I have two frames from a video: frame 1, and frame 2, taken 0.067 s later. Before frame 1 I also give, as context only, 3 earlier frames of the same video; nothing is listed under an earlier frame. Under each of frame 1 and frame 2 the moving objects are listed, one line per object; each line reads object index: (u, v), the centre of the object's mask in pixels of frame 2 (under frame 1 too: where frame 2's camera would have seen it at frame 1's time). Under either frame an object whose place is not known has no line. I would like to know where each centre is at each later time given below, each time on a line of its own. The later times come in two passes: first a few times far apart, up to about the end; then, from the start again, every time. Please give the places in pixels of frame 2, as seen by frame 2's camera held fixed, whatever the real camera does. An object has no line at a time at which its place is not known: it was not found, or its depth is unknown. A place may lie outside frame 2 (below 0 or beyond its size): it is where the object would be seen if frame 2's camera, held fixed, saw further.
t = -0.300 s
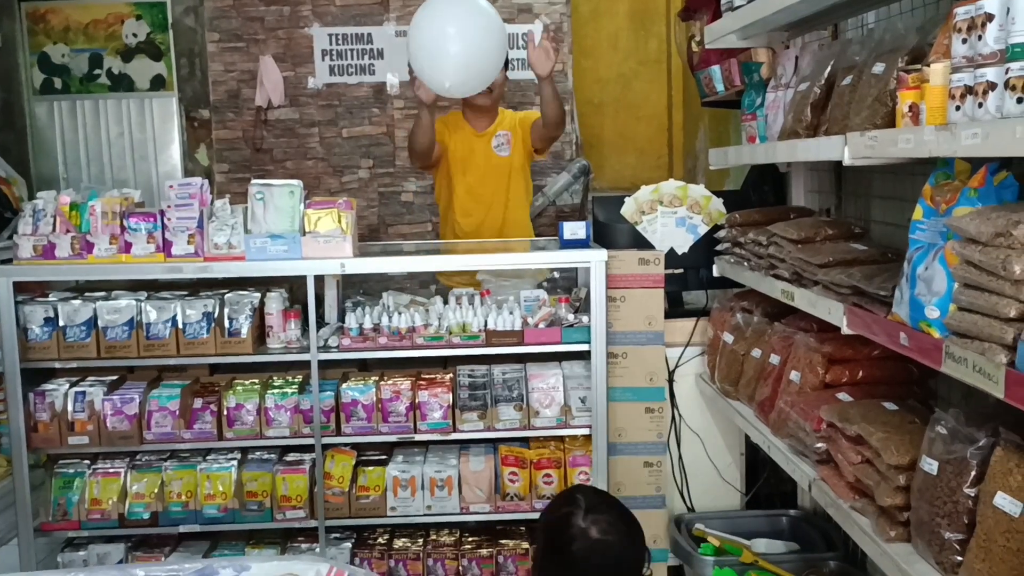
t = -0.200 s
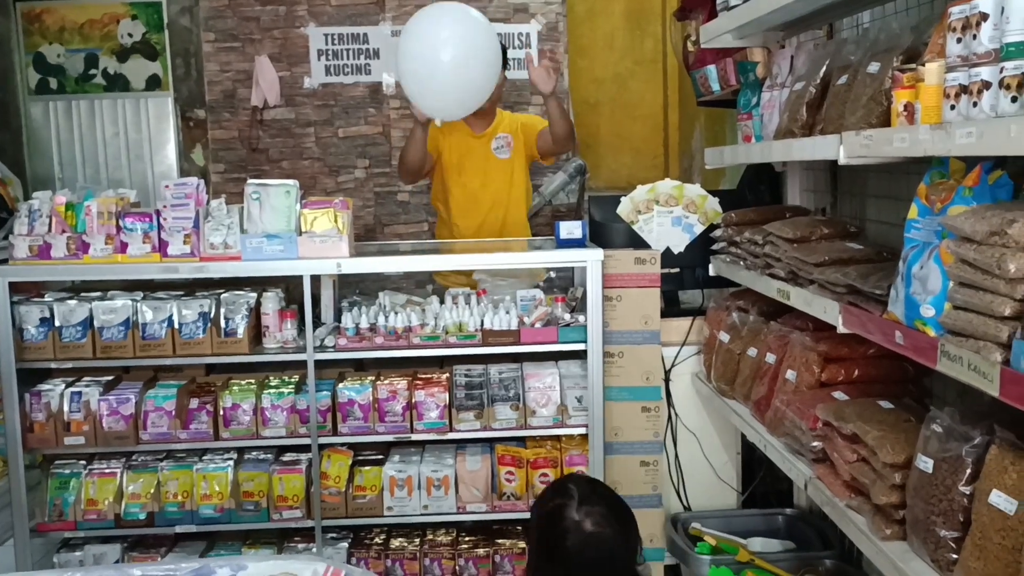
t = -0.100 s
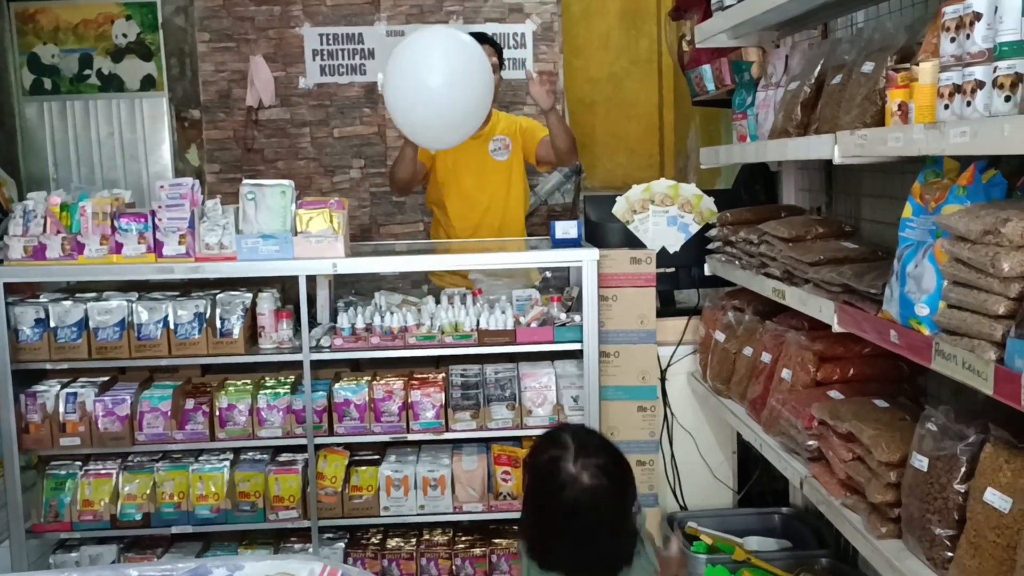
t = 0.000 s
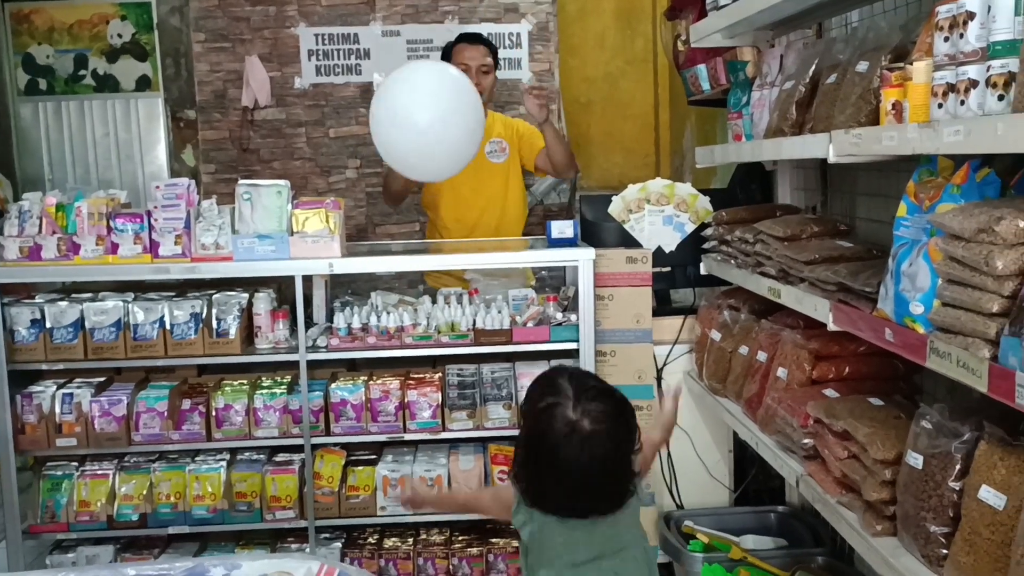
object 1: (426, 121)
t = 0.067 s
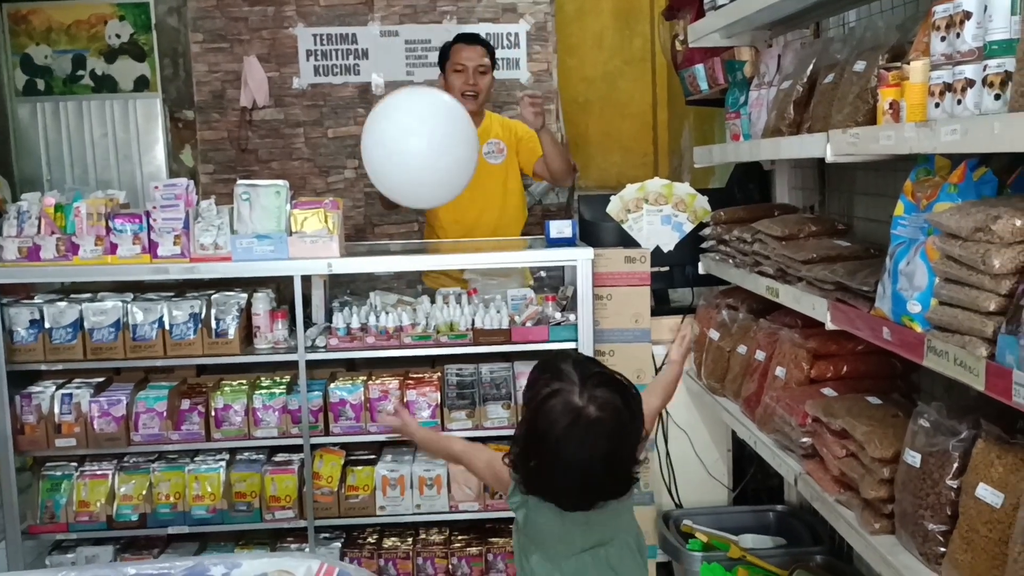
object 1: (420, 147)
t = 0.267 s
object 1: (400, 237)
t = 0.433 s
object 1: (386, 319)
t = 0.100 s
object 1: (416, 162)
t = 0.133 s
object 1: (413, 177)
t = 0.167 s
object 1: (410, 191)
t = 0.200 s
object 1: (406, 205)
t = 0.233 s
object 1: (403, 221)
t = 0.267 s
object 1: (400, 237)
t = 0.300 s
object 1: (396, 252)
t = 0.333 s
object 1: (393, 268)
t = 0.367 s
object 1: (391, 285)
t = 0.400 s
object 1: (388, 301)
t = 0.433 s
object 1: (386, 319)
